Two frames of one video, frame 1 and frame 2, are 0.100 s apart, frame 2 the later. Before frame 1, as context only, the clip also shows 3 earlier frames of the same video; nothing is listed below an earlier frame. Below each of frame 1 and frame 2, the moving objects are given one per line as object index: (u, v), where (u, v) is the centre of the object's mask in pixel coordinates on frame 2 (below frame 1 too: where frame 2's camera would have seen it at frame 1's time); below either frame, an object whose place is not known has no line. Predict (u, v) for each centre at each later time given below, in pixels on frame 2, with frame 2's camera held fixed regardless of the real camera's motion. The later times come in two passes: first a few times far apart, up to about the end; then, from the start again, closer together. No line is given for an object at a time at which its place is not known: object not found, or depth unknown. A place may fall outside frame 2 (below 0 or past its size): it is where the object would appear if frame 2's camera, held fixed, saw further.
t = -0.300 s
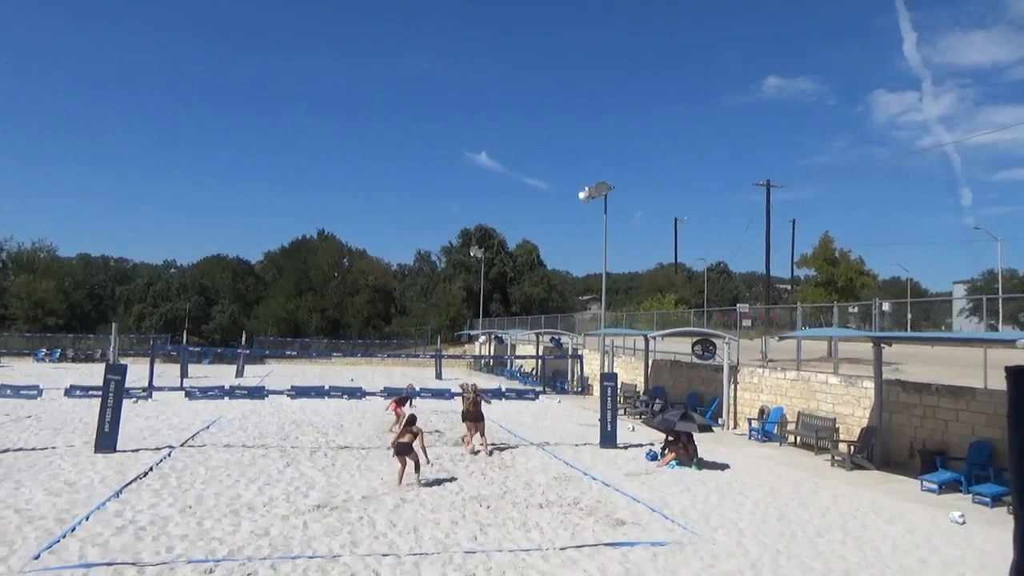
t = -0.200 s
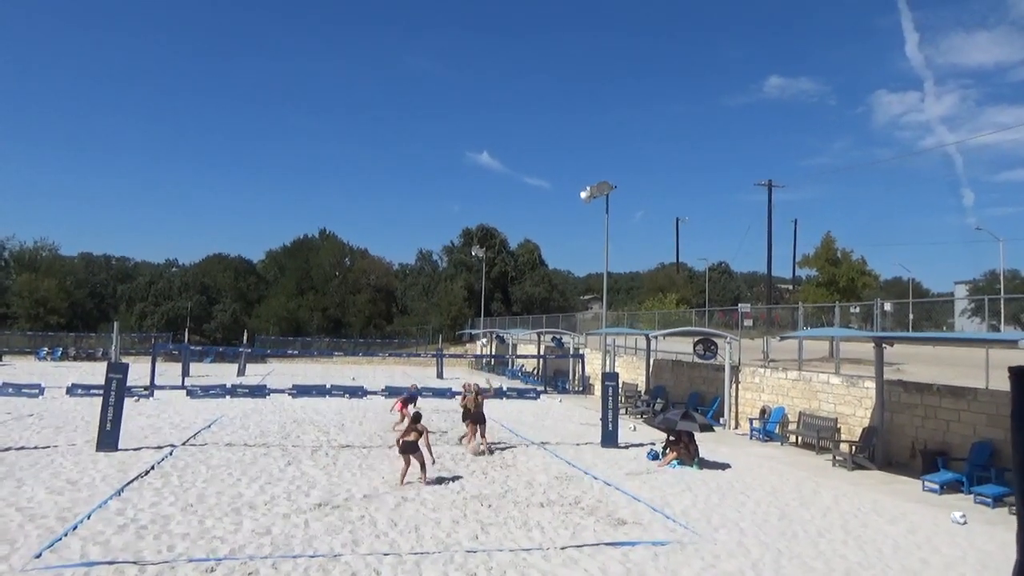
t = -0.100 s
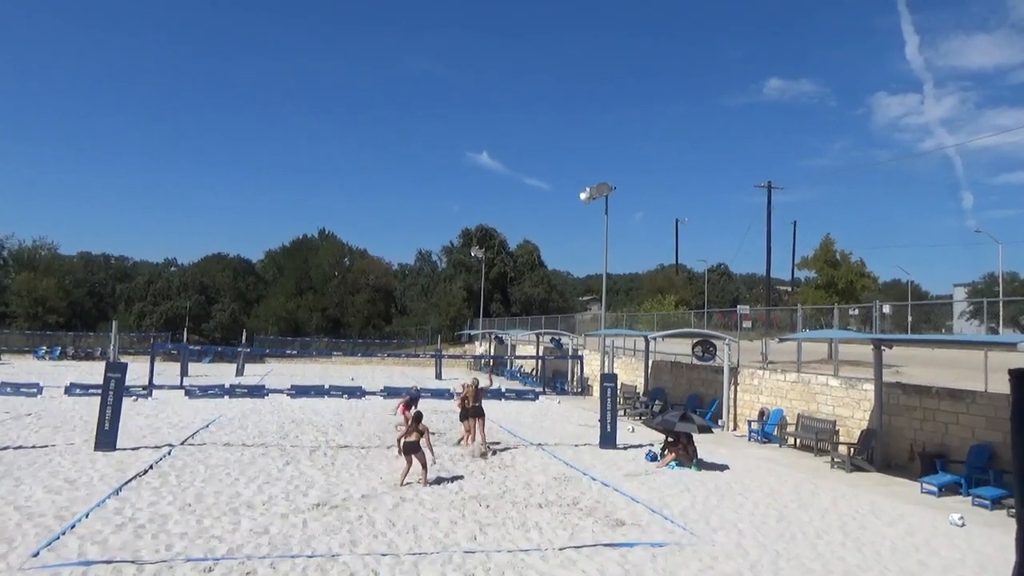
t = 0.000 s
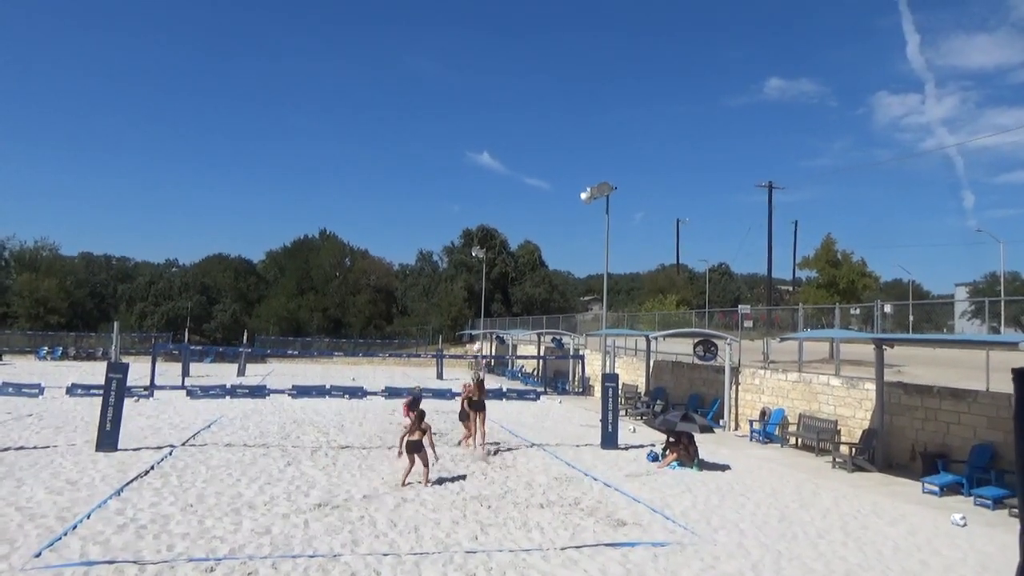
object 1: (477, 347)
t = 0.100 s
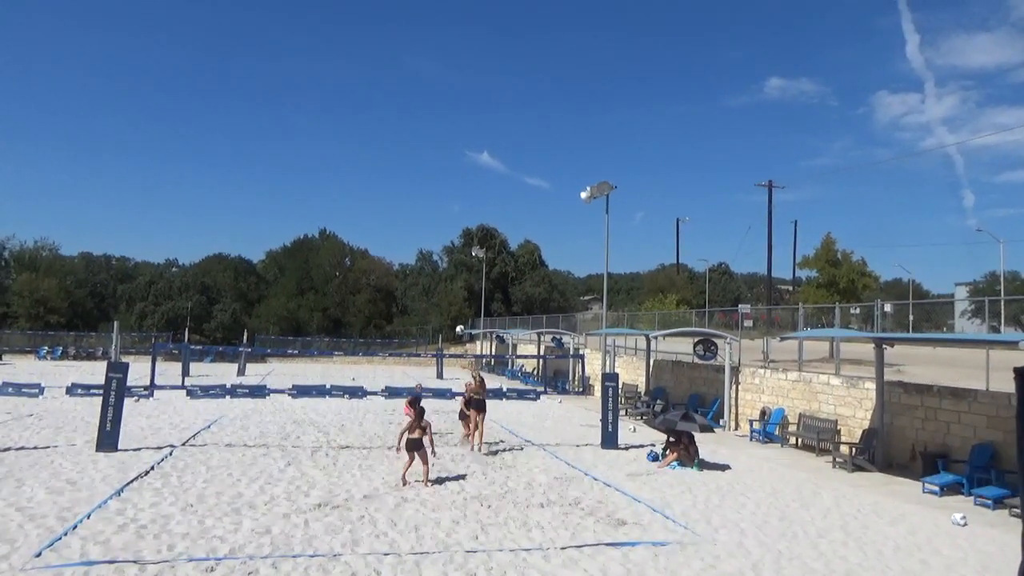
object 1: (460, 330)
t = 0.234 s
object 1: (438, 313)
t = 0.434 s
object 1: (407, 302)
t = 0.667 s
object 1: (373, 310)
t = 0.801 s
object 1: (354, 323)
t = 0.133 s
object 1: (454, 325)
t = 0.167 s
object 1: (448, 320)
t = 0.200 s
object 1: (443, 317)
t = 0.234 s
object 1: (438, 313)
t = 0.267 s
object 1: (432, 310)
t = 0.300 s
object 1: (427, 308)
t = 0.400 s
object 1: (412, 303)
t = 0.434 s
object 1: (407, 302)
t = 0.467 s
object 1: (402, 302)
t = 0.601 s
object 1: (382, 306)
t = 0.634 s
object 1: (378, 307)
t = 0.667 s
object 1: (373, 310)
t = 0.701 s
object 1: (368, 312)
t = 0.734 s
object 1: (363, 316)
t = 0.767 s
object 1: (359, 319)
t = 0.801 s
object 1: (354, 323)
